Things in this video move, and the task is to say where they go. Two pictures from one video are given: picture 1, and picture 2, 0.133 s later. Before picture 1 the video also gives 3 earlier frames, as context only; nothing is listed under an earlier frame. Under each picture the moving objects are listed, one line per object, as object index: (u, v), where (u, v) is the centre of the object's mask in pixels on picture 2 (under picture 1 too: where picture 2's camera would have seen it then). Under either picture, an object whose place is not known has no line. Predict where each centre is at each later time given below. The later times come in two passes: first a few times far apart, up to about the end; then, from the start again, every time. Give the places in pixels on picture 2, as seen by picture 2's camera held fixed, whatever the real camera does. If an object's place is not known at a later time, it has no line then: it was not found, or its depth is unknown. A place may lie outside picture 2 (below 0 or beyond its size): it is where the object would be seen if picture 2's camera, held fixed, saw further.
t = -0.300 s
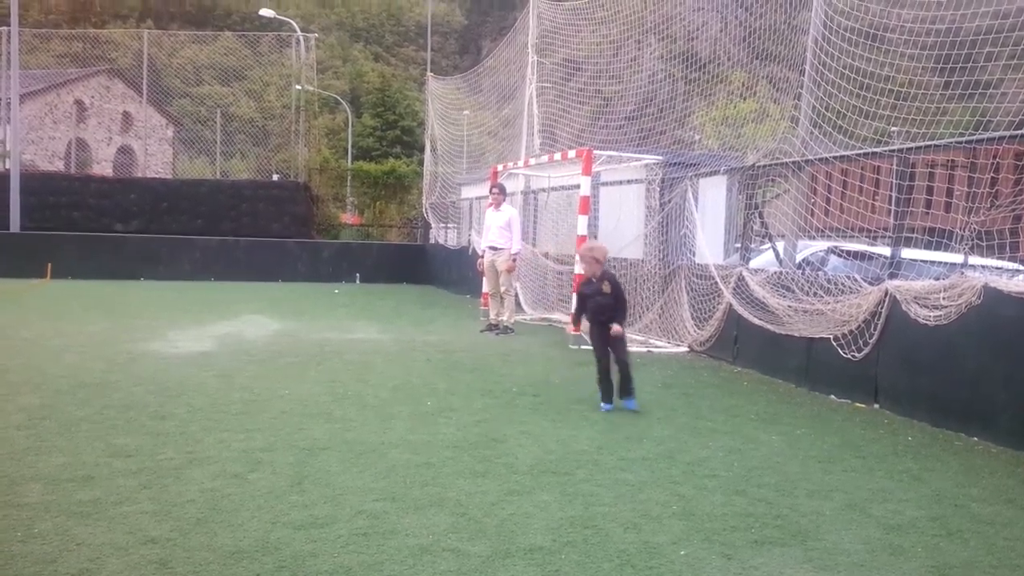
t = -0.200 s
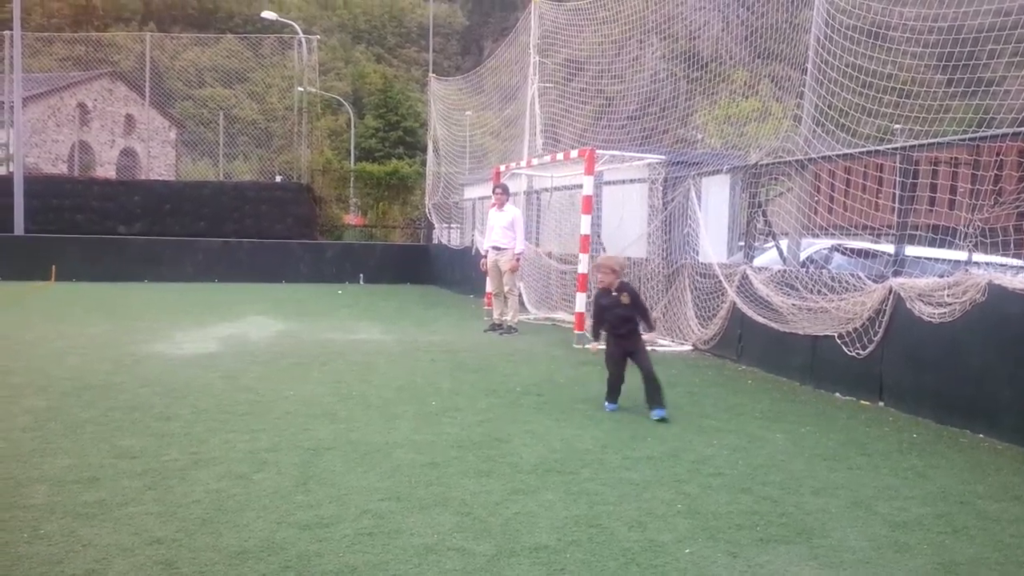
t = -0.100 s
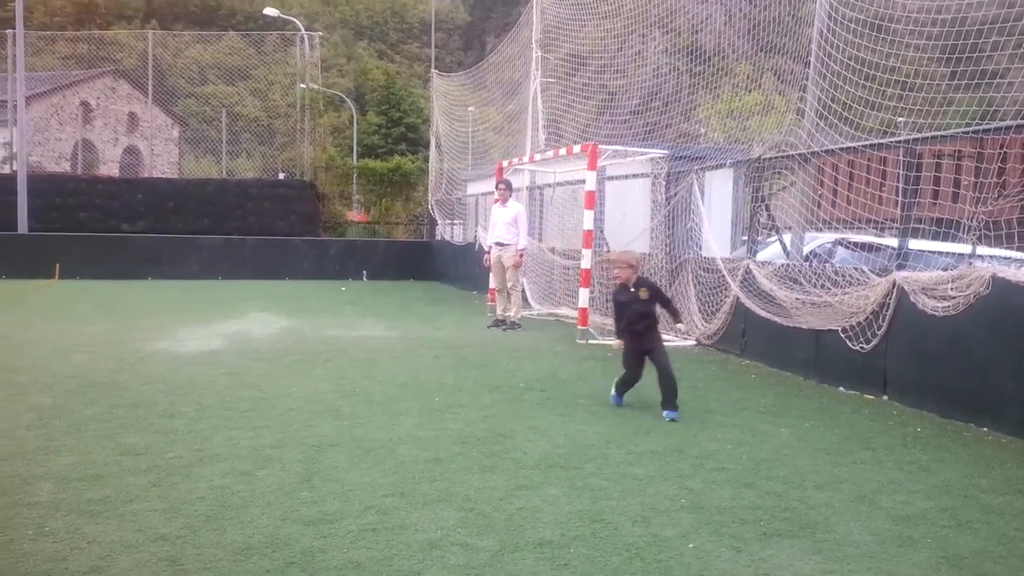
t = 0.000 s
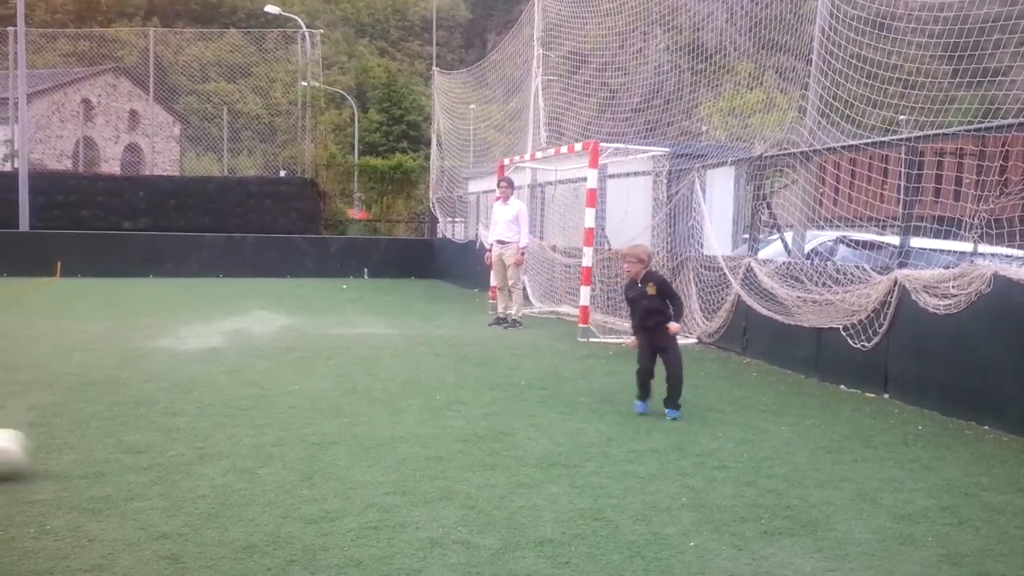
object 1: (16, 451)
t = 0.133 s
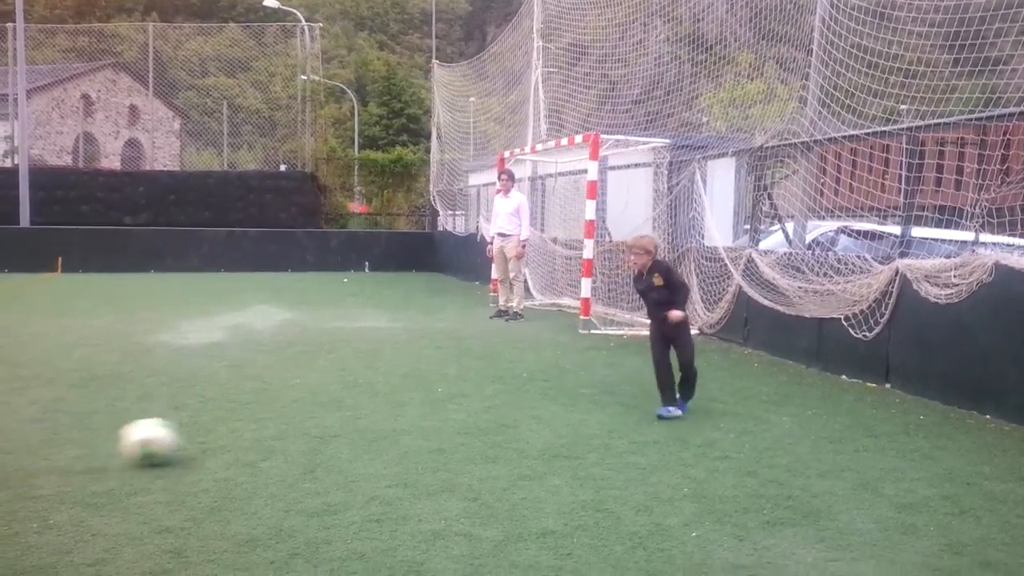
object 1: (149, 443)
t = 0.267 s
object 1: (285, 433)
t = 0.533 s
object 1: (516, 420)
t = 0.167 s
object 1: (184, 439)
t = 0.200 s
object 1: (219, 438)
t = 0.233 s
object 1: (253, 435)
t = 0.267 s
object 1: (285, 433)
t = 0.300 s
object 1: (316, 432)
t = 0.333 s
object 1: (347, 429)
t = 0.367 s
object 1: (377, 427)
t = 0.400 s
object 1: (407, 425)
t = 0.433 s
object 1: (434, 424)
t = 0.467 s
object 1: (462, 422)
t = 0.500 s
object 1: (490, 420)
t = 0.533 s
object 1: (516, 420)
